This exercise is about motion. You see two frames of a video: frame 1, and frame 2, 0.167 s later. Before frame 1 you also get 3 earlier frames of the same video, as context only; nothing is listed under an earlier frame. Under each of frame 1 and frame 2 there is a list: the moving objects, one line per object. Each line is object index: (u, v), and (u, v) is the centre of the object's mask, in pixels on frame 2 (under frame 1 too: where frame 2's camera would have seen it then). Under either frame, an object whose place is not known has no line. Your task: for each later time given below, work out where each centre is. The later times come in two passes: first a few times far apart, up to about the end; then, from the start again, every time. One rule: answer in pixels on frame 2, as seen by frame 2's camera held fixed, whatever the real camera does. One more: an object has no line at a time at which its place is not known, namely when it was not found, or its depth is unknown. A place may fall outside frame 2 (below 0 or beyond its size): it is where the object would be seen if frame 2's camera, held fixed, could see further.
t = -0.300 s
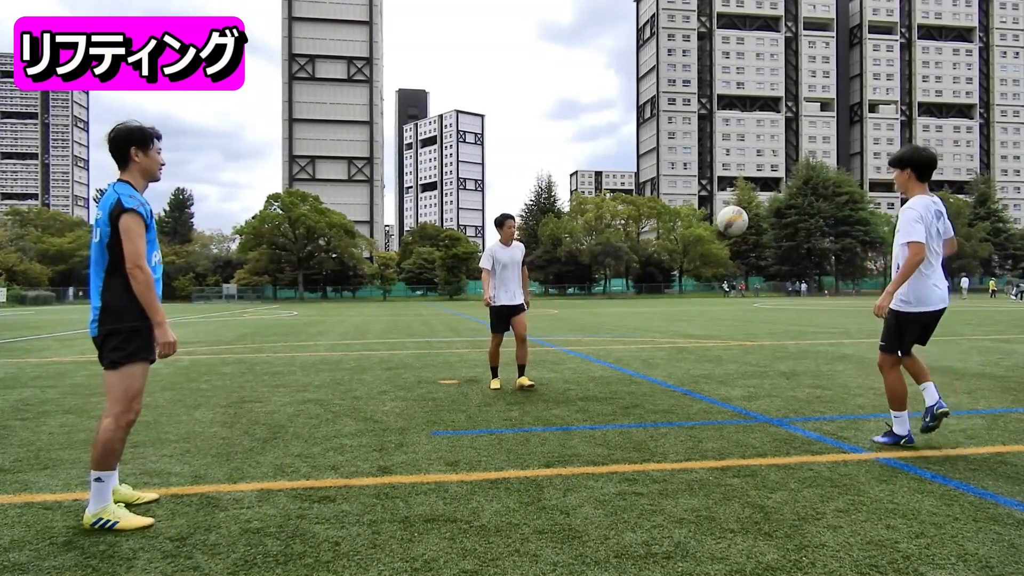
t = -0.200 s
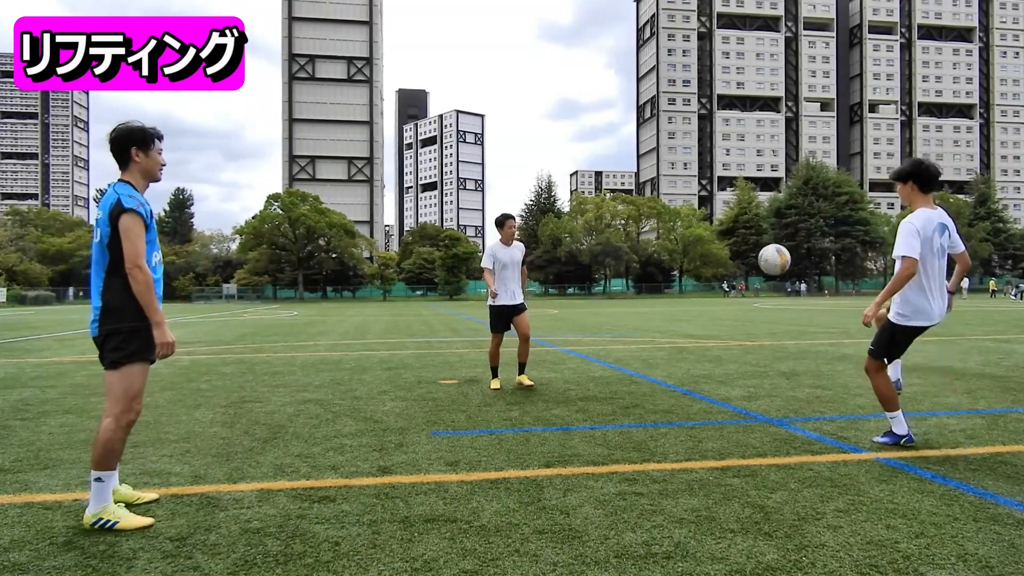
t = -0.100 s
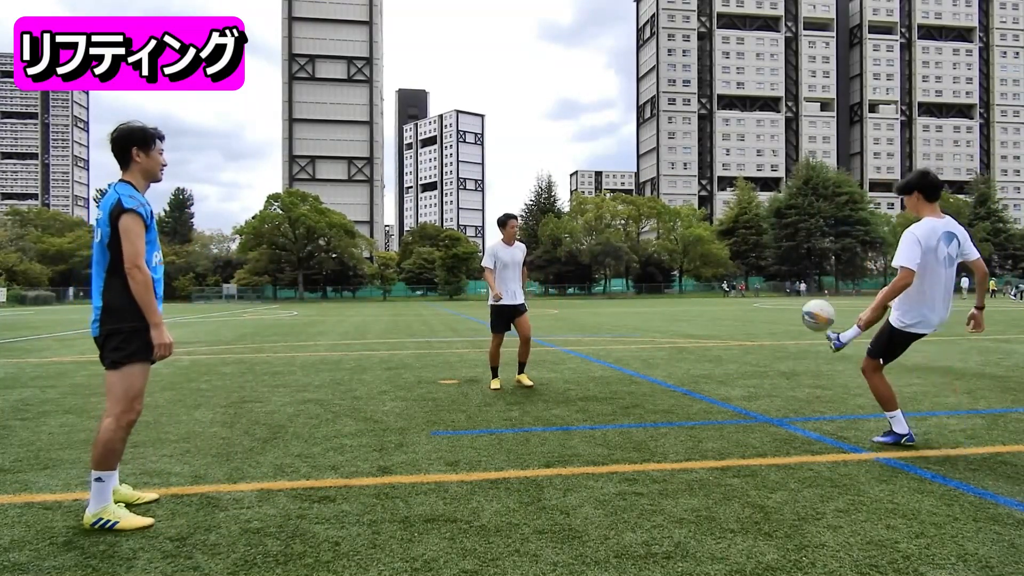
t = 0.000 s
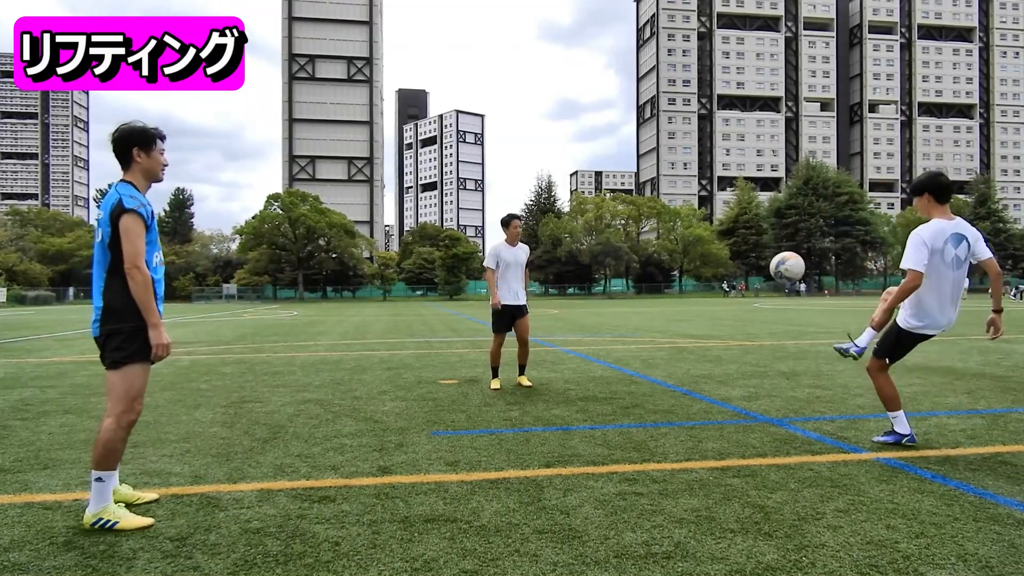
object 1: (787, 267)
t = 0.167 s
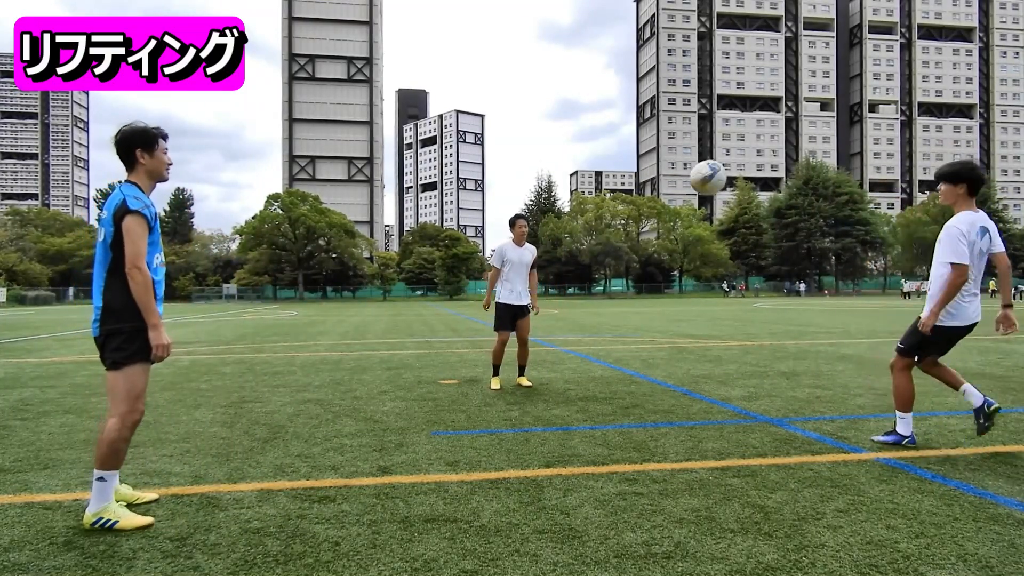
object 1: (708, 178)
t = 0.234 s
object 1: (673, 149)
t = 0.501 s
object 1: (503, 97)
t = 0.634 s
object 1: (396, 118)
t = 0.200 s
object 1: (690, 162)
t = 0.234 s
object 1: (673, 149)
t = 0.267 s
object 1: (654, 137)
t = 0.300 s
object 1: (635, 127)
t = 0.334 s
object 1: (615, 118)
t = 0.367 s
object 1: (594, 110)
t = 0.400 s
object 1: (573, 104)
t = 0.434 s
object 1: (551, 100)
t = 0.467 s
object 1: (527, 98)
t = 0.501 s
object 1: (503, 97)
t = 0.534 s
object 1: (478, 99)
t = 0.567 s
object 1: (452, 103)
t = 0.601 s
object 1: (424, 109)
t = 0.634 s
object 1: (396, 118)
